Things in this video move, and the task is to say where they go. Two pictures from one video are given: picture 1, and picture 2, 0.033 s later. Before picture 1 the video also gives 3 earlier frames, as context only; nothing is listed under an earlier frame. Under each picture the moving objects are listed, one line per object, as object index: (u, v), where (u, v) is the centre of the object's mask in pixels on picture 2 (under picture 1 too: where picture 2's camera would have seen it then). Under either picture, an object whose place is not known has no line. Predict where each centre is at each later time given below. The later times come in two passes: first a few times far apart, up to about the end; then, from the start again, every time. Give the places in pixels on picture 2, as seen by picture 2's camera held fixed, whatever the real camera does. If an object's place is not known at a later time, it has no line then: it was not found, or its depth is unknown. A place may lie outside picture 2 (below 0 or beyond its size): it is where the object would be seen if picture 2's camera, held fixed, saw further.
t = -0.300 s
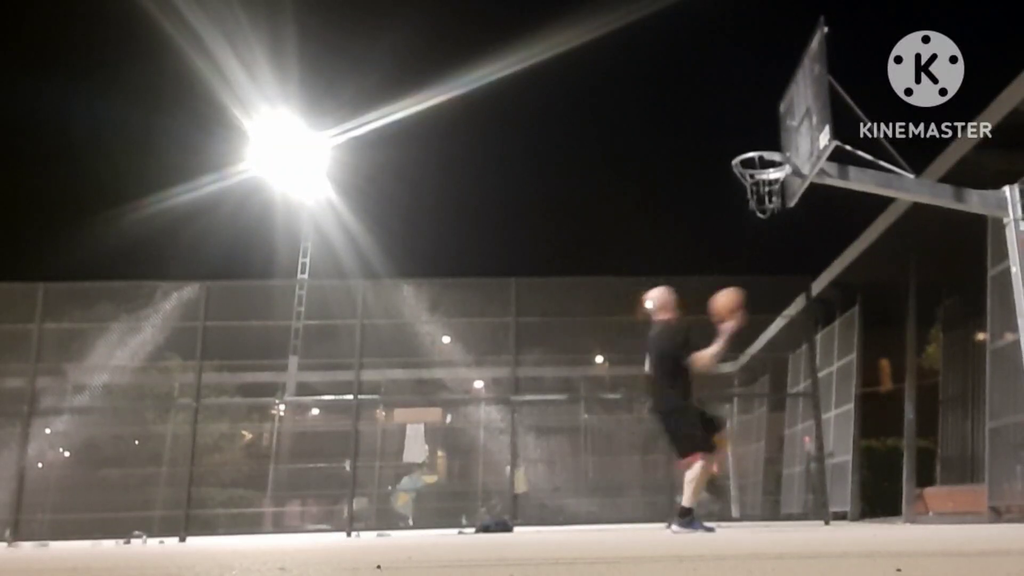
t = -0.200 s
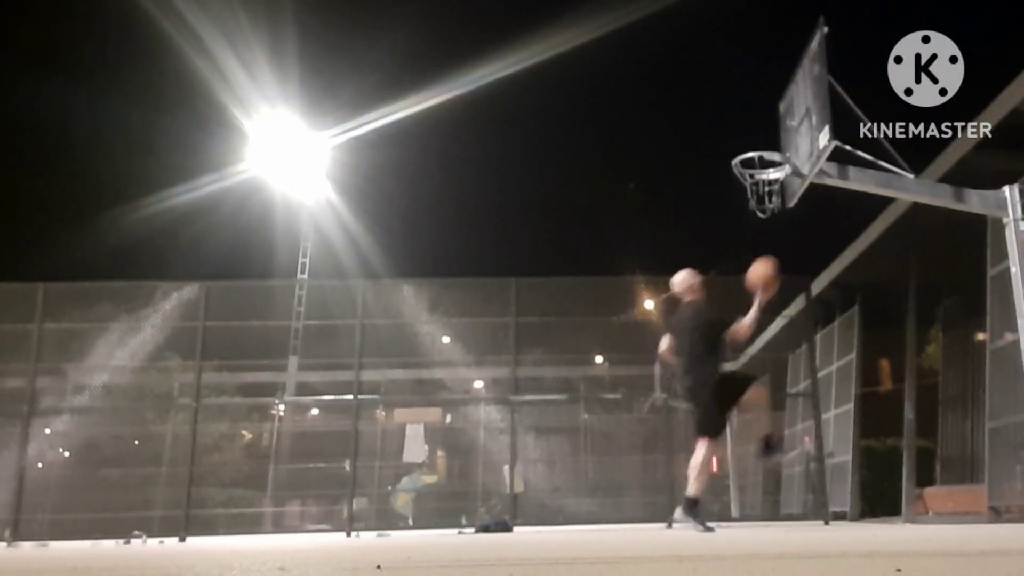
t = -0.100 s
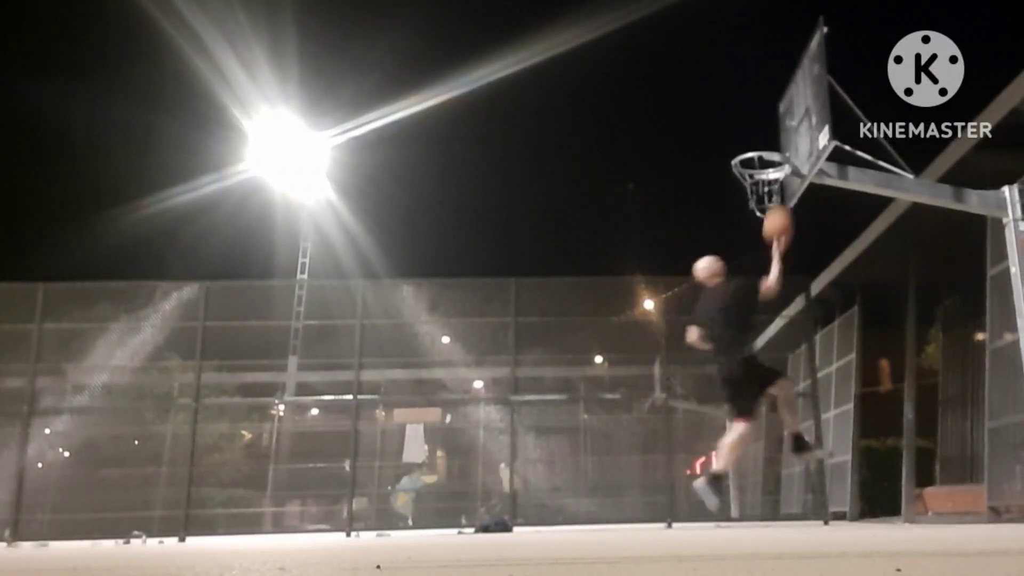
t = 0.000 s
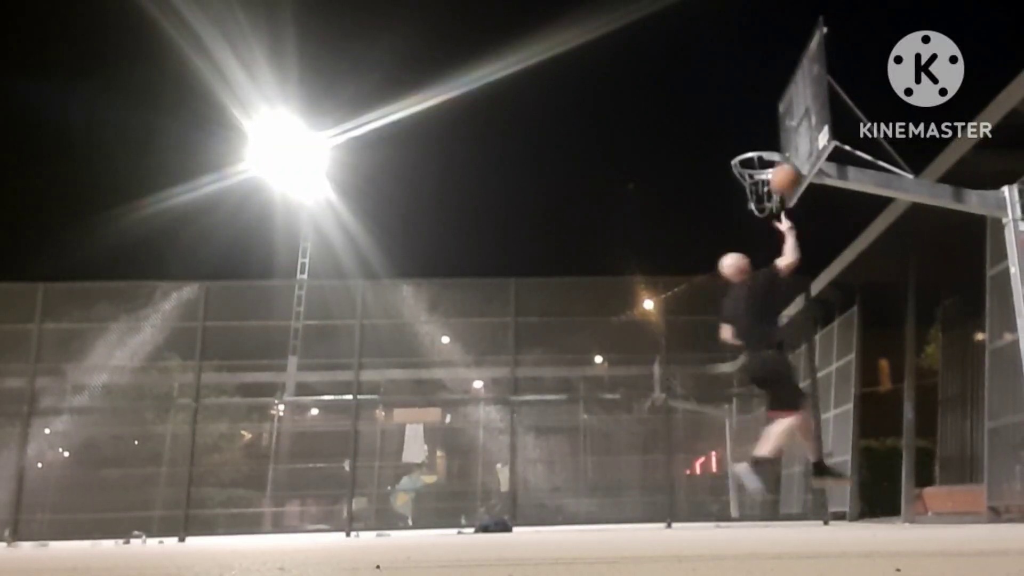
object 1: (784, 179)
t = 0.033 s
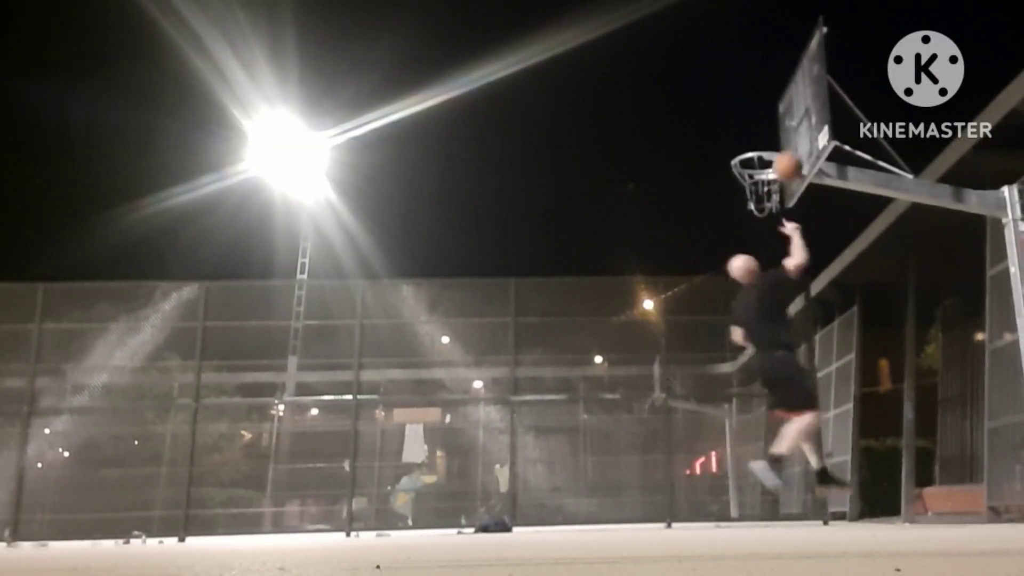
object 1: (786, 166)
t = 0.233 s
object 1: (793, 126)
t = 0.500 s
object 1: (764, 138)
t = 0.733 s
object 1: (757, 157)
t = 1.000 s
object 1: (757, 197)
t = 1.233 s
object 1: (762, 201)
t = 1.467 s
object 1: (767, 199)
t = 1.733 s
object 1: (769, 252)
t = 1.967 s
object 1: (776, 367)
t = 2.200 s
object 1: (784, 486)
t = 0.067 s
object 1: (789, 156)
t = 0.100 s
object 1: (791, 147)
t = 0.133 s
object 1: (793, 140)
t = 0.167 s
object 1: (796, 133)
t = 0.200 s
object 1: (797, 129)
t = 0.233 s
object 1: (793, 126)
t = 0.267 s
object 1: (789, 124)
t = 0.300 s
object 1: (785, 124)
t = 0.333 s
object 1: (781, 125)
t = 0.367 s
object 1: (777, 127)
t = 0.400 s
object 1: (772, 130)
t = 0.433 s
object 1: (769, 135)
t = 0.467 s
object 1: (765, 138)
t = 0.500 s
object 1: (764, 138)
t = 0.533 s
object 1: (764, 137)
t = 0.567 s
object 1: (763, 138)
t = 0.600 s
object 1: (762, 139)
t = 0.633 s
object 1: (761, 141)
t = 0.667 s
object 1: (760, 143)
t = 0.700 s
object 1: (759, 145)
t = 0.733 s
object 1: (757, 157)
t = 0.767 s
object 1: (756, 167)
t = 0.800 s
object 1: (756, 173)
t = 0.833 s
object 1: (756, 182)
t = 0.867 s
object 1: (754, 187)
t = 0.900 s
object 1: (754, 191)
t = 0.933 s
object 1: (755, 193)
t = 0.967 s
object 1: (756, 195)
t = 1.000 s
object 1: (757, 197)
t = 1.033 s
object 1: (756, 200)
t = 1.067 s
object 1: (756, 202)
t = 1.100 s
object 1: (756, 202)
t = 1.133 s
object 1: (758, 202)
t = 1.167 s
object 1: (759, 202)
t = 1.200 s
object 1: (761, 202)
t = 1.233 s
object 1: (762, 201)
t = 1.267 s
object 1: (763, 200)
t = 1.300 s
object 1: (765, 199)
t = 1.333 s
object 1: (765, 198)
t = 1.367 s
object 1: (766, 197)
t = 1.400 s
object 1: (766, 197)
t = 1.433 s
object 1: (766, 198)
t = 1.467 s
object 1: (767, 199)
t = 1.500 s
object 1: (766, 201)
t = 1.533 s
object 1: (767, 205)
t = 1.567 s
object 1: (768, 208)
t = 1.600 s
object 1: (768, 216)
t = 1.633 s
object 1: (768, 223)
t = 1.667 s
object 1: (769, 231)
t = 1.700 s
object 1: (769, 241)
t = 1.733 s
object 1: (769, 252)
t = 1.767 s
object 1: (770, 264)
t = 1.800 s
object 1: (771, 278)
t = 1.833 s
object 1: (771, 292)
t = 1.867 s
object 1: (772, 307)
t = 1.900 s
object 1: (773, 327)
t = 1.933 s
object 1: (774, 350)
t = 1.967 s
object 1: (776, 367)
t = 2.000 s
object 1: (776, 387)
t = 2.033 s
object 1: (778, 413)
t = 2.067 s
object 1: (779, 439)
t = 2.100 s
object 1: (781, 466)
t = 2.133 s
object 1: (782, 498)
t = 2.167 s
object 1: (784, 507)
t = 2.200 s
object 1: (784, 486)
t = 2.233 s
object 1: (783, 464)
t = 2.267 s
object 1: (783, 444)
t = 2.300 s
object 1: (783, 426)
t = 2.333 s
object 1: (782, 410)
